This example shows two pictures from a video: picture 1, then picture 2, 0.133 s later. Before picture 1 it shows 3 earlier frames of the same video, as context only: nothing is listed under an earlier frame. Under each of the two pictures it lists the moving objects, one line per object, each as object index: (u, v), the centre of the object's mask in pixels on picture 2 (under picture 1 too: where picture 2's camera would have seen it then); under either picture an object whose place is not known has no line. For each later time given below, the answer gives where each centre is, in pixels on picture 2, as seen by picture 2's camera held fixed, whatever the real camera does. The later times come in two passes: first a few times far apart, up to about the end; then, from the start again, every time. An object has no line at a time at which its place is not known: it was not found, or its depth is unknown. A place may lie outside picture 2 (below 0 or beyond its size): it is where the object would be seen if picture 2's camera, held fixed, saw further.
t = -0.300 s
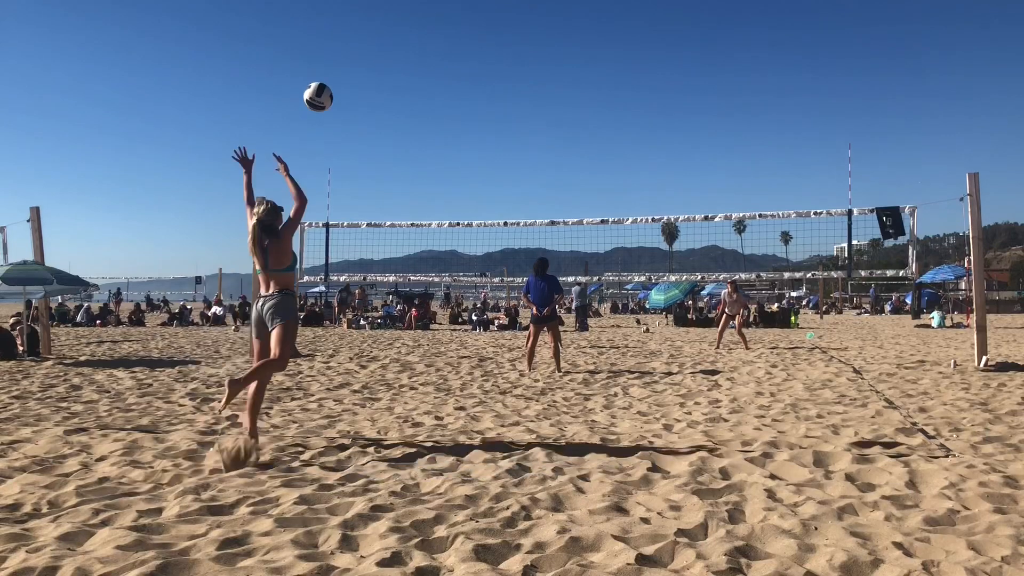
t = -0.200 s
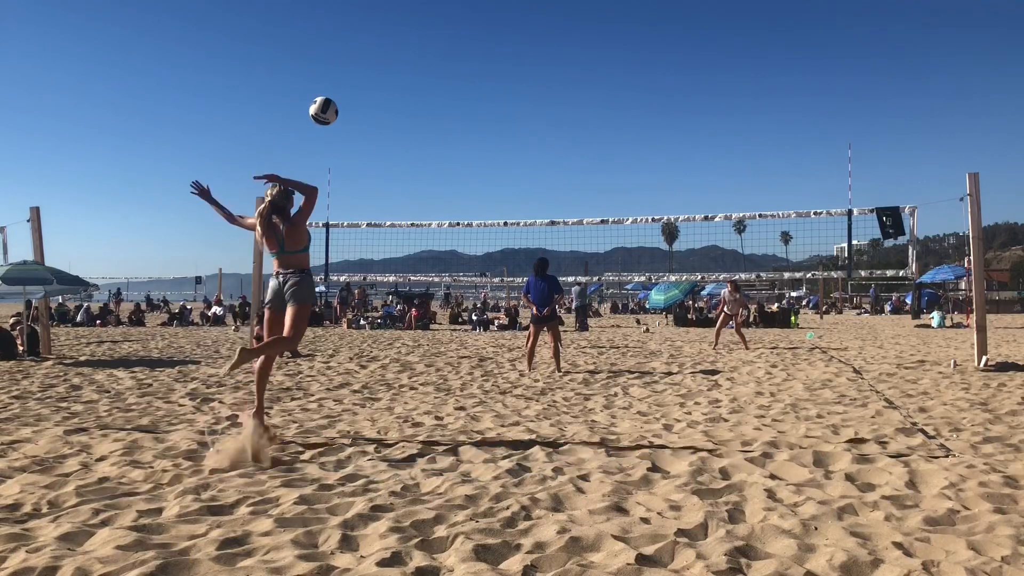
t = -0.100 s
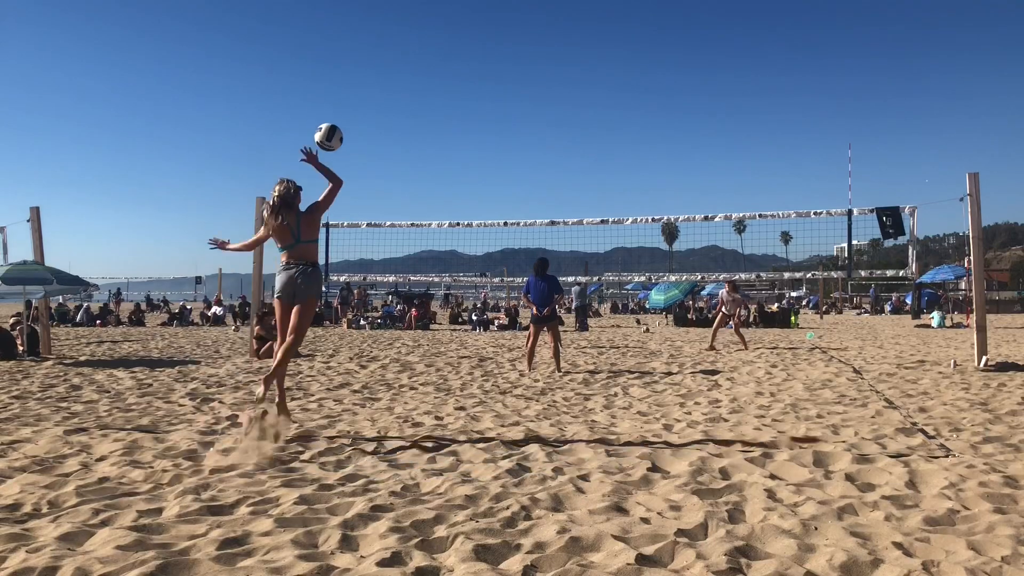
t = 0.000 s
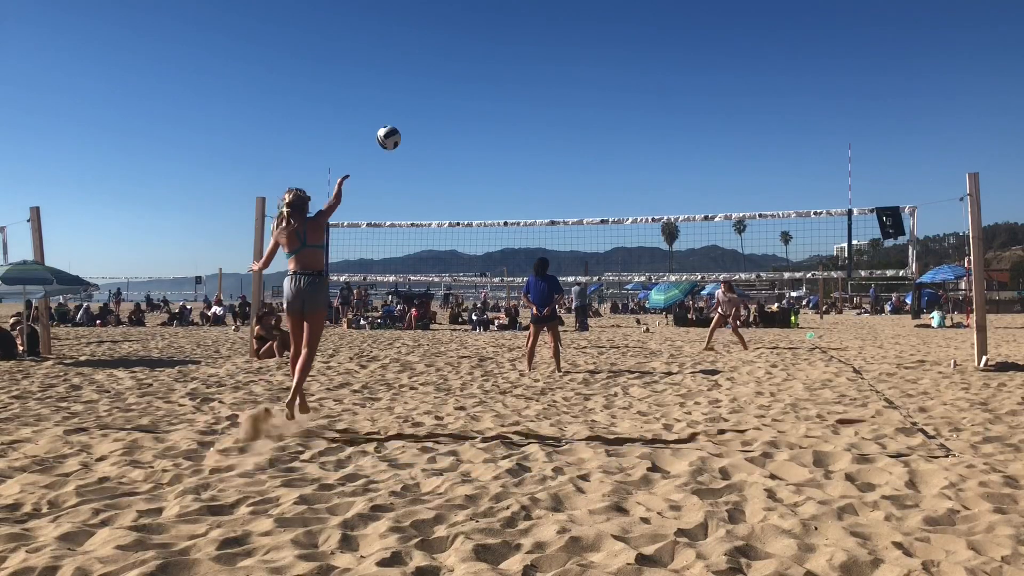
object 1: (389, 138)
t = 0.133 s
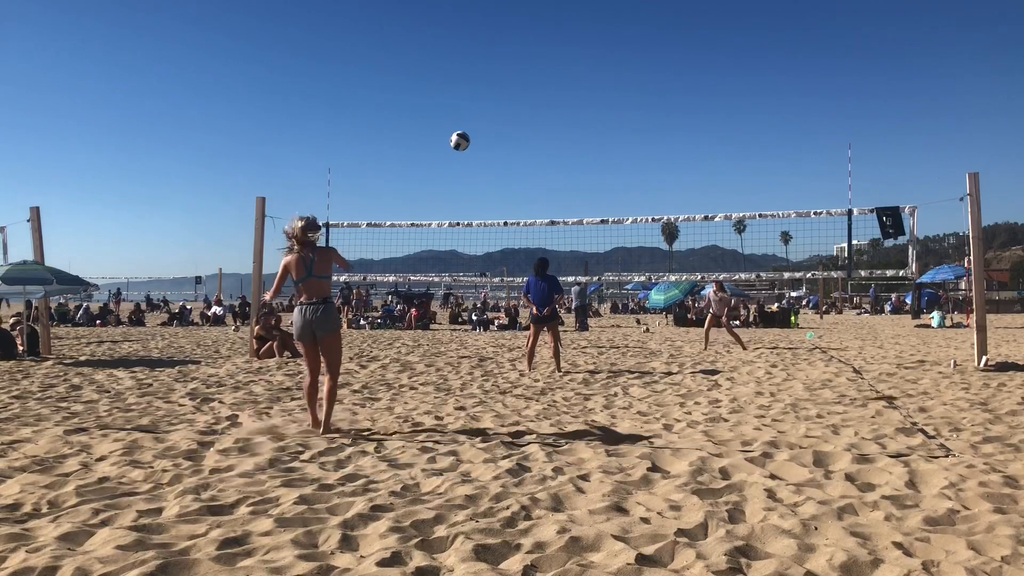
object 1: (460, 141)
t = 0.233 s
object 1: (499, 150)
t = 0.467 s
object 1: (567, 189)
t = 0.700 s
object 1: (609, 248)
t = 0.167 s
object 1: (474, 143)
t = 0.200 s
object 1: (487, 146)
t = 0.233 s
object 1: (499, 150)
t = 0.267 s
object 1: (511, 154)
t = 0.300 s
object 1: (522, 158)
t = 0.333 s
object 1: (532, 164)
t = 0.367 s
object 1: (542, 169)
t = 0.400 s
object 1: (551, 175)
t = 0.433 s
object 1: (559, 182)
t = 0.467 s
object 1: (567, 189)
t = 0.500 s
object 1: (575, 197)
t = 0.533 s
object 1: (582, 205)
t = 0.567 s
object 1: (588, 213)
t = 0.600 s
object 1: (594, 225)
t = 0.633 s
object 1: (600, 230)
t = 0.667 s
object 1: (605, 239)
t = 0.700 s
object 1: (609, 248)
